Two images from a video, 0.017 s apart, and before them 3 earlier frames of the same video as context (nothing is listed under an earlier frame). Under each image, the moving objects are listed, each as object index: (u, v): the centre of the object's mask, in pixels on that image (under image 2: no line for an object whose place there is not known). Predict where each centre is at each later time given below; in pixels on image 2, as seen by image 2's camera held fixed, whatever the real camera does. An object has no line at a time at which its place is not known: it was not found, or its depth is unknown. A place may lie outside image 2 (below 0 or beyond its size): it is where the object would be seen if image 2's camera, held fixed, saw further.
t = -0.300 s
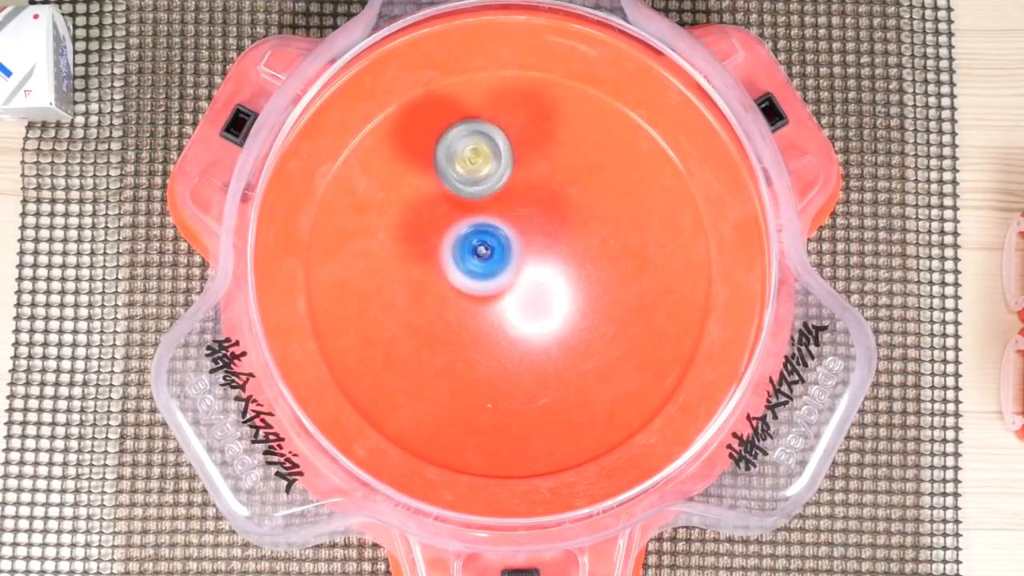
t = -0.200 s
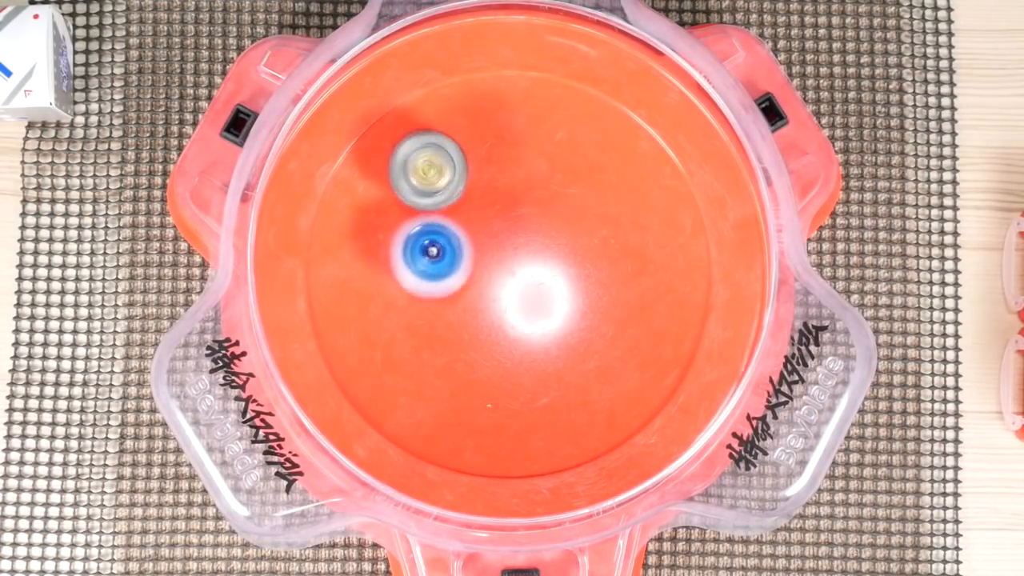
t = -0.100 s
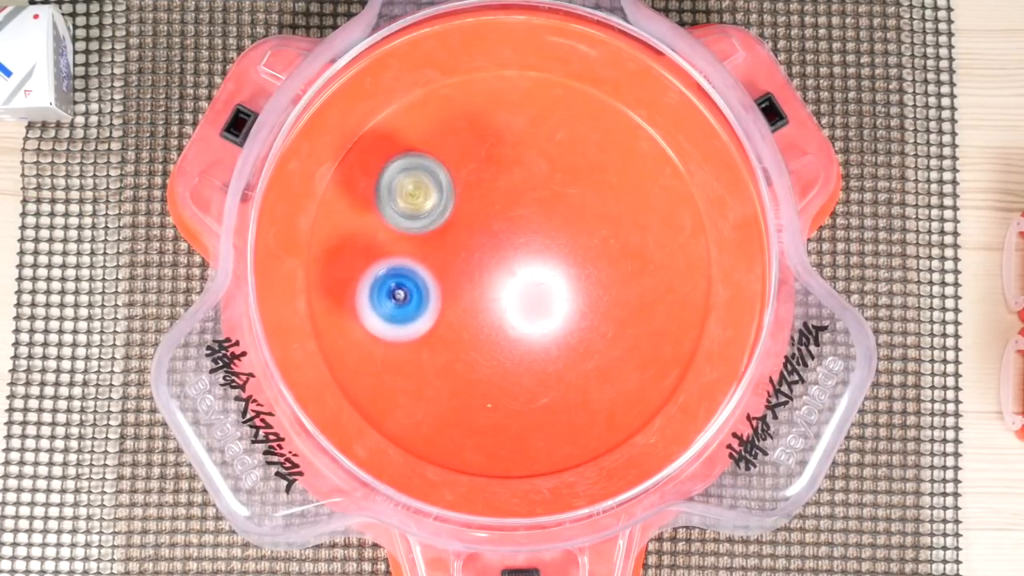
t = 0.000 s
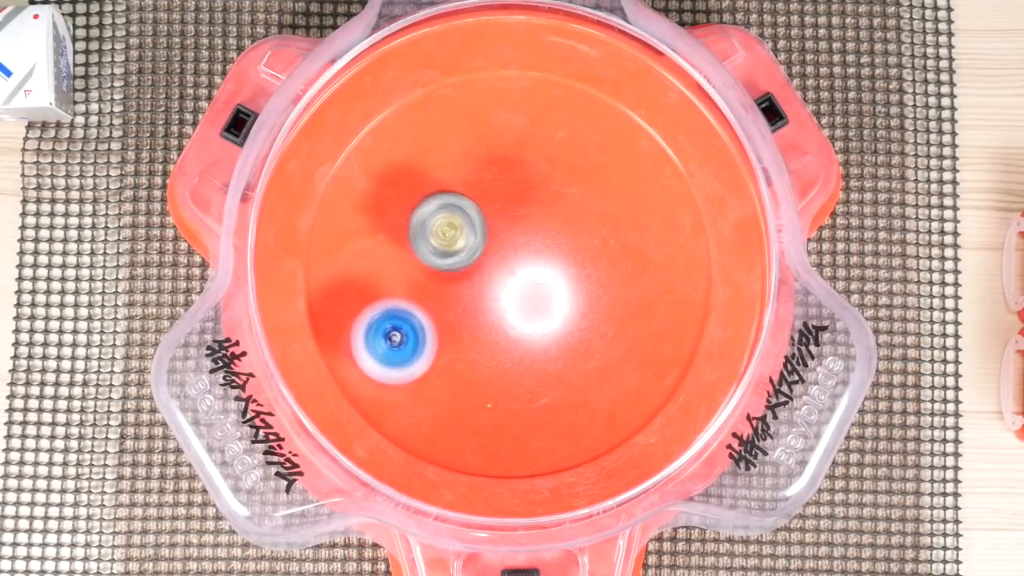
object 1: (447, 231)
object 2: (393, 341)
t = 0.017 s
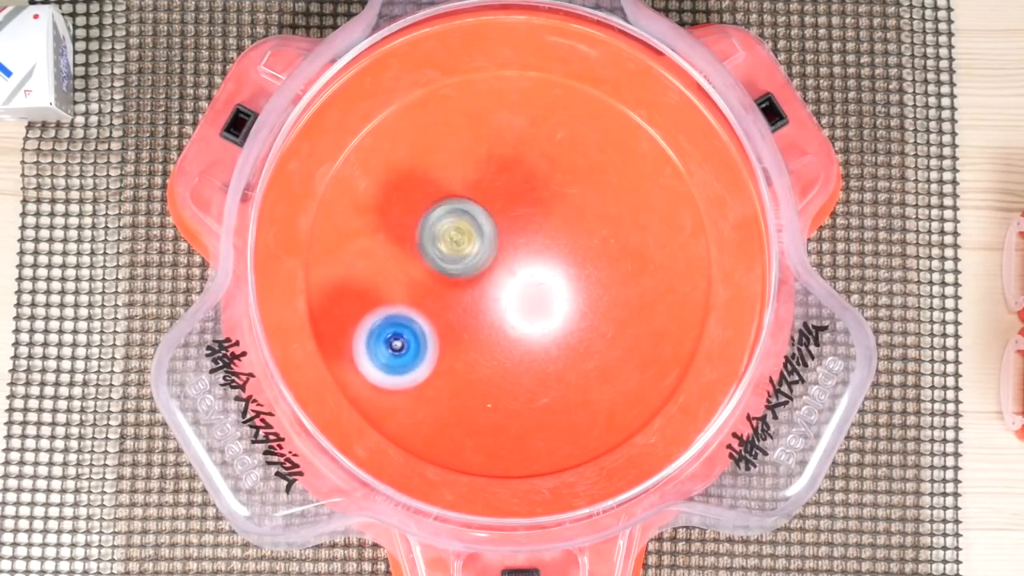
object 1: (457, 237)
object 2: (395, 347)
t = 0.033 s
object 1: (465, 244)
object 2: (398, 353)
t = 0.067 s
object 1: (481, 252)
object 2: (407, 362)
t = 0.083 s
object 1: (491, 256)
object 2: (414, 366)
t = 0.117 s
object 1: (510, 264)
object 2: (430, 370)
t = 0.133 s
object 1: (518, 266)
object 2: (439, 371)
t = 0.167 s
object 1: (536, 270)
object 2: (456, 369)
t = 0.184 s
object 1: (543, 273)
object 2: (465, 366)
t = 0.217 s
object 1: (554, 274)
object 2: (481, 357)
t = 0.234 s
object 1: (561, 275)
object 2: (490, 350)
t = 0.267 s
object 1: (572, 275)
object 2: (505, 335)
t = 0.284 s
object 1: (577, 274)
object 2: (511, 327)
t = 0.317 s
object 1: (592, 265)
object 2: (516, 313)
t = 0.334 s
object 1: (600, 260)
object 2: (518, 305)
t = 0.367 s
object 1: (610, 250)
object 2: (522, 292)
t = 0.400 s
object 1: (617, 235)
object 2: (524, 277)
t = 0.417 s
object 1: (619, 229)
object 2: (524, 269)
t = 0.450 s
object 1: (619, 217)
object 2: (522, 253)
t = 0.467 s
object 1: (617, 211)
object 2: (521, 245)
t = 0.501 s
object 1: (611, 197)
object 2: (517, 230)
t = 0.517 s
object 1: (606, 191)
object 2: (515, 223)
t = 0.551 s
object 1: (593, 182)
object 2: (509, 211)
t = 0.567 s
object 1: (586, 179)
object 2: (505, 204)
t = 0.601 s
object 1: (574, 172)
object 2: (490, 194)
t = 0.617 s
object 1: (572, 170)
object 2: (477, 189)
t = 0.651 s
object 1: (566, 167)
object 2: (457, 180)
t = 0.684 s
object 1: (558, 166)
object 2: (438, 175)
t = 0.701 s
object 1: (553, 165)
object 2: (430, 172)
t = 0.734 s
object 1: (545, 165)
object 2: (414, 172)
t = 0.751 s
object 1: (543, 167)
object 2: (406, 173)
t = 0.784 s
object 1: (538, 176)
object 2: (393, 178)
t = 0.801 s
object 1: (535, 182)
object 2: (387, 181)
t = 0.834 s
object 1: (532, 196)
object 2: (376, 190)
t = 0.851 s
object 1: (531, 204)
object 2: (373, 196)
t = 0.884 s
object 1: (533, 220)
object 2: (369, 211)
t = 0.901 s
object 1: (535, 229)
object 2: (370, 218)
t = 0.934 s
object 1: (538, 248)
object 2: (375, 235)
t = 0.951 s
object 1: (540, 257)
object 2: (379, 243)
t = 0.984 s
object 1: (547, 272)
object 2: (393, 258)
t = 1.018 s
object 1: (556, 289)
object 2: (410, 271)
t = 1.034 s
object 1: (560, 297)
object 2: (419, 276)
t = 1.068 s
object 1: (566, 308)
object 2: (441, 284)
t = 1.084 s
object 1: (569, 312)
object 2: (453, 287)
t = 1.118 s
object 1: (575, 319)
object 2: (475, 290)
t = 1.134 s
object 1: (579, 320)
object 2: (488, 290)
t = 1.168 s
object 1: (585, 324)
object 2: (509, 288)
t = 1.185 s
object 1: (589, 327)
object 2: (516, 285)
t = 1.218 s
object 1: (598, 331)
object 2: (530, 272)
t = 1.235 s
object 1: (602, 331)
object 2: (537, 266)
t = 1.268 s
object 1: (610, 329)
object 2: (549, 252)
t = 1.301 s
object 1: (616, 323)
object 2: (560, 235)
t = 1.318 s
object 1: (619, 319)
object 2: (565, 229)
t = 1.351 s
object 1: (621, 308)
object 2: (572, 213)
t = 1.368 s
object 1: (621, 301)
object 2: (575, 204)
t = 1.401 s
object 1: (621, 288)
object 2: (579, 189)
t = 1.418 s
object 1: (620, 281)
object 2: (580, 182)
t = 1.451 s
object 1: (618, 269)
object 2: (579, 168)
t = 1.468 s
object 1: (616, 263)
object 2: (578, 162)
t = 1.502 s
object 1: (611, 252)
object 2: (573, 152)
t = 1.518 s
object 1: (608, 248)
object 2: (569, 149)
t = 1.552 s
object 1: (598, 243)
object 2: (559, 142)
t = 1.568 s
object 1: (592, 242)
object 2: (554, 139)
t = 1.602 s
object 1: (578, 242)
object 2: (542, 137)
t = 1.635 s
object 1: (563, 246)
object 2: (527, 136)
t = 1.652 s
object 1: (555, 249)
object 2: (520, 137)
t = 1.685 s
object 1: (539, 258)
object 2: (507, 143)
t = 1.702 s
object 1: (531, 263)
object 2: (500, 147)
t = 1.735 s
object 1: (516, 275)
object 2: (491, 157)
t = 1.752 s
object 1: (509, 282)
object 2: (487, 163)
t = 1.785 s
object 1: (497, 298)
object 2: (482, 177)
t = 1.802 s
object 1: (490, 306)
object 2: (480, 184)
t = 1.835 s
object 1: (482, 322)
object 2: (480, 197)
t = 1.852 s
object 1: (478, 329)
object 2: (481, 205)
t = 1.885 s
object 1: (475, 341)
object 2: (485, 222)
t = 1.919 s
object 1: (475, 351)
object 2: (490, 238)
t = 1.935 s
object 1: (476, 354)
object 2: (494, 245)
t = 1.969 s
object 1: (482, 359)
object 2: (502, 260)
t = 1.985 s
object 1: (485, 361)
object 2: (508, 268)
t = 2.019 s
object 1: (494, 362)
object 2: (518, 283)
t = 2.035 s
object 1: (499, 361)
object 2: (524, 287)
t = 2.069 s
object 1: (500, 374)
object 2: (547, 279)
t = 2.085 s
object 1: (501, 379)
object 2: (558, 274)
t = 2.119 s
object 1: (503, 389)
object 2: (579, 264)
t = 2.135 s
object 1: (505, 393)
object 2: (586, 259)
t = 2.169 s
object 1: (510, 400)
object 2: (598, 249)
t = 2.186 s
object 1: (512, 403)
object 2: (602, 245)
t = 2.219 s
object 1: (519, 406)
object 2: (607, 237)
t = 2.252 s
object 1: (527, 406)
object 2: (609, 229)
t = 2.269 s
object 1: (531, 406)
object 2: (608, 225)
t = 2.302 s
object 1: (540, 405)
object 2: (605, 219)
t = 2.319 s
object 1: (544, 404)
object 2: (603, 217)
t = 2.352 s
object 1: (553, 400)
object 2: (599, 216)
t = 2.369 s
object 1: (558, 397)
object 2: (596, 216)
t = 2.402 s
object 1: (563, 391)
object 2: (589, 219)
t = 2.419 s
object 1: (564, 386)
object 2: (585, 220)
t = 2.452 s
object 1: (563, 375)
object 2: (577, 224)
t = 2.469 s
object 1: (560, 369)
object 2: (573, 227)
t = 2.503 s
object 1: (551, 356)
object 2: (565, 233)
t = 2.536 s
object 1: (540, 342)
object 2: (557, 241)
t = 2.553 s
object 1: (533, 335)
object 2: (554, 246)
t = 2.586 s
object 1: (516, 326)
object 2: (548, 251)
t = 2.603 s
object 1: (501, 331)
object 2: (551, 245)
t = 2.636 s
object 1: (475, 341)
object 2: (559, 229)
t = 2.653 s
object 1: (462, 346)
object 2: (561, 223)
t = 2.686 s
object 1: (440, 355)
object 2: (565, 212)
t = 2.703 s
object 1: (431, 358)
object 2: (566, 209)
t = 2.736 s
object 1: (416, 366)
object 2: (565, 206)
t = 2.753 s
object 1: (410, 369)
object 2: (564, 206)
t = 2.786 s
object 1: (402, 376)
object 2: (560, 207)
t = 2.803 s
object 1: (399, 380)
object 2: (558, 208)
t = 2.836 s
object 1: (395, 388)
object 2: (552, 212)
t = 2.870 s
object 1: (396, 395)
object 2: (546, 218)
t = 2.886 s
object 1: (398, 398)
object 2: (543, 221)
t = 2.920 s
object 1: (405, 404)
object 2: (537, 227)
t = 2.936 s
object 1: (409, 406)
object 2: (534, 230)
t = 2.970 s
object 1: (419, 408)
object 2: (530, 237)
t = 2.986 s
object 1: (425, 410)
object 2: (528, 241)
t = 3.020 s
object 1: (437, 410)
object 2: (525, 248)
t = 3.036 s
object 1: (444, 410)
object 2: (523, 251)
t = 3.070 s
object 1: (458, 408)
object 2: (520, 258)
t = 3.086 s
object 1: (465, 406)
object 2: (519, 261)
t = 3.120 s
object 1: (478, 397)
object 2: (517, 267)
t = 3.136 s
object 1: (483, 391)
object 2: (516, 270)
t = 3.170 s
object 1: (493, 376)
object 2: (513, 279)
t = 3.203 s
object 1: (497, 362)
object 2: (510, 284)
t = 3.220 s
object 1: (494, 367)
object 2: (514, 272)
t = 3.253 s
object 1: (491, 377)
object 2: (524, 246)
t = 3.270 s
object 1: (488, 381)
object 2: (528, 235)
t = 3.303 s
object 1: (482, 383)
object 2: (534, 215)
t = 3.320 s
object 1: (479, 384)
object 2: (536, 206)
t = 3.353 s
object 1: (474, 385)
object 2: (539, 191)
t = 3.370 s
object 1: (473, 382)
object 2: (540, 185)
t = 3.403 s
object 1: (469, 373)
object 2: (538, 176)
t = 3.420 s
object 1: (466, 368)
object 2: (536, 173)
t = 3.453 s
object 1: (463, 358)
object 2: (530, 170)
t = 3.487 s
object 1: (465, 343)
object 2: (520, 170)
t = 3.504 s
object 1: (465, 335)
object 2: (514, 171)
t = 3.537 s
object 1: (466, 317)
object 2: (501, 175)
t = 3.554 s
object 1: (469, 310)
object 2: (494, 177)
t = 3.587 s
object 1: (476, 294)
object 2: (481, 183)
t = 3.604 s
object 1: (479, 287)
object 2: (474, 186)
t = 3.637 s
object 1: (481, 274)
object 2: (463, 194)
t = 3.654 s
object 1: (483, 275)
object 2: (462, 191)
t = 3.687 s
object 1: (487, 279)
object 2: (457, 180)
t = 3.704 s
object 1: (487, 280)
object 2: (455, 176)
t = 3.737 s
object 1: (487, 283)
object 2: (451, 172)
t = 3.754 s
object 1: (487, 285)
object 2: (450, 172)
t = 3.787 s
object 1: (486, 284)
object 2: (448, 171)
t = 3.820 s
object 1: (481, 282)
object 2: (447, 171)
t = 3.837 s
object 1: (479, 283)
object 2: (446, 172)
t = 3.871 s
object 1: (475, 281)
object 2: (446, 175)
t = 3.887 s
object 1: (470, 279)
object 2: (447, 176)
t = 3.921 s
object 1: (464, 281)
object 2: (448, 180)
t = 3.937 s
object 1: (461, 281)
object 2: (450, 183)
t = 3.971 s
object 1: (454, 279)
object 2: (454, 188)
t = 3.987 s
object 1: (451, 280)
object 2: (456, 190)
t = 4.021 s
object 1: (448, 282)
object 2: (460, 196)
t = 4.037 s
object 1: (447, 281)
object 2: (463, 197)
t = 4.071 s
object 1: (441, 282)
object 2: (468, 201)
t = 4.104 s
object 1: (441, 282)
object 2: (474, 203)
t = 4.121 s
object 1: (440, 279)
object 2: (477, 205)
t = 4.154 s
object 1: (438, 278)
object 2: (485, 206)
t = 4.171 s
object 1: (439, 277)
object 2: (489, 207)
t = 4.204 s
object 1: (441, 270)
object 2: (498, 208)
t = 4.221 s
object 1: (441, 269)
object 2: (502, 209)
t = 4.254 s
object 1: (445, 265)
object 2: (512, 209)
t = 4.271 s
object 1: (443, 264)
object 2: (522, 207)
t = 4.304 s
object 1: (439, 265)
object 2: (540, 204)
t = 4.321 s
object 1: (440, 265)
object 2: (548, 203)
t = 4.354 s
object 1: (442, 264)
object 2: (561, 202)
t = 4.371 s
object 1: (444, 265)
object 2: (566, 201)
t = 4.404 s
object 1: (454, 264)
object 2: (574, 200)
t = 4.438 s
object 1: (461, 263)
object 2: (582, 199)
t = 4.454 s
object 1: (467, 263)
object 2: (585, 199)
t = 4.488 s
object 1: (476, 258)
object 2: (590, 201)
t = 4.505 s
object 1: (480, 259)
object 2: (593, 201)
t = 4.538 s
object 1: (493, 257)
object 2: (596, 204)
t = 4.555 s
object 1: (497, 255)
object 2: (597, 205)
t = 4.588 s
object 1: (507, 256)
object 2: (598, 210)
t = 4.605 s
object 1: (514, 255)
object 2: (599, 212)
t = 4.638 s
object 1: (521, 255)
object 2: (600, 217)
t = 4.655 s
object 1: (525, 257)
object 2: (600, 219)
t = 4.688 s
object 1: (524, 260)
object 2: (612, 222)
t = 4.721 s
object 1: (518, 268)
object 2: (625, 223)
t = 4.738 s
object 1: (514, 269)
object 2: (631, 224)
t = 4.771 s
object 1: (505, 275)
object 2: (640, 225)
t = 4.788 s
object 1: (503, 278)
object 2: (643, 226)
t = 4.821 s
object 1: (495, 282)
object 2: (646, 227)
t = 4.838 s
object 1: (493, 286)
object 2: (647, 228)
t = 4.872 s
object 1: (489, 287)
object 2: (647, 229)
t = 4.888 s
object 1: (485, 290)
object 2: (646, 230)
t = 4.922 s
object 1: (483, 292)
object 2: (642, 234)
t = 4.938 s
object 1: (479, 293)
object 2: (640, 237)
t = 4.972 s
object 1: (477, 294)
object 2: (634, 243)
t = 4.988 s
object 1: (474, 292)
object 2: (631, 245)
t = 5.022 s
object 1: (471, 293)
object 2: (624, 252)
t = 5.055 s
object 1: (469, 287)
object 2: (618, 259)
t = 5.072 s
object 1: (468, 286)
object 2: (615, 263)
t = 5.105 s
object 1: (469, 280)
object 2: (609, 270)
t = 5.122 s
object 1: (469, 278)
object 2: (605, 275)
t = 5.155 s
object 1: (473, 271)
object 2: (599, 284)
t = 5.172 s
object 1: (472, 269)
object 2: (596, 289)
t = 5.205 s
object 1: (477, 264)
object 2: (588, 296)
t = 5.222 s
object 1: (477, 259)
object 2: (585, 301)
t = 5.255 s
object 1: (482, 256)
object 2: (578, 308)
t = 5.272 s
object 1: (483, 252)
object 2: (576, 312)
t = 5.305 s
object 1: (488, 250)
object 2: (570, 318)
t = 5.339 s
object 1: (491, 245)
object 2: (564, 325)
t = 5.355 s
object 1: (495, 244)
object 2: (561, 329)
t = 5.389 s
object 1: (500, 241)
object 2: (557, 335)
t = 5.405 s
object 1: (502, 242)
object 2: (555, 338)
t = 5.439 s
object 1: (509, 239)
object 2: (550, 344)
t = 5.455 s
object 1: (511, 241)
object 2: (549, 347)
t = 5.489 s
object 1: (518, 241)
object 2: (544, 350)
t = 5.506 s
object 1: (518, 243)
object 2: (540, 351)
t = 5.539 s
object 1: (526, 245)
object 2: (532, 355)
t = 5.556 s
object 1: (526, 246)
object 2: (529, 355)
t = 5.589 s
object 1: (531, 251)
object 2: (523, 355)
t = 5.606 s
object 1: (531, 251)
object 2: (520, 356)
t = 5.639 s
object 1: (535, 257)
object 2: (515, 357)
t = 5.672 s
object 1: (534, 261)
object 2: (510, 357)
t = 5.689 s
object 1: (535, 265)
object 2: (507, 356)
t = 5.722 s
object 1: (534, 268)
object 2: (501, 357)
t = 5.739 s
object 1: (534, 272)
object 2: (499, 356)
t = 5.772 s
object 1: (533, 275)
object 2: (492, 354)
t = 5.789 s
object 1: (532, 279)
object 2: (488, 353)
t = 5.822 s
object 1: (532, 280)
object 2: (481, 353)
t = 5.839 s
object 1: (534, 280)
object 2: (476, 353)
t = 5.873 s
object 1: (537, 275)
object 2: (465, 355)
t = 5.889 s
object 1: (538, 275)
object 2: (461, 355)
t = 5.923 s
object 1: (539, 270)
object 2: (454, 355)
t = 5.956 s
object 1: (539, 269)
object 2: (447, 355)
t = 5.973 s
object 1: (537, 266)
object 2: (445, 355)
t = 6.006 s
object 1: (535, 265)
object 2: (440, 353)
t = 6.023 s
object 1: (531, 263)
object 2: (438, 352)
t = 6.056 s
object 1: (528, 262)
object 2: (434, 347)
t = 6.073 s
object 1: (524, 260)
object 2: (432, 343)
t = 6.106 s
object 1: (521, 260)
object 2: (430, 336)
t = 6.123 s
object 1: (517, 257)
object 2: (430, 333)
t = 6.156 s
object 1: (514, 259)
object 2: (430, 326)
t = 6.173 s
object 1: (510, 257)
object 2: (430, 322)
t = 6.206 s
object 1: (507, 259)
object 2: (432, 314)
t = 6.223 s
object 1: (503, 258)
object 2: (433, 309)
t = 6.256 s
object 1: (502, 259)
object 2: (434, 302)
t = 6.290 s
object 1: (505, 256)
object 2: (427, 296)
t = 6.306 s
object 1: (510, 253)
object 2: (424, 293)
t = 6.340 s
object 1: (512, 251)
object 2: (420, 287)
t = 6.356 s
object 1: (516, 248)
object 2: (418, 283)
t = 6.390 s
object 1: (518, 247)
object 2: (419, 276)
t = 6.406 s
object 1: (520, 244)
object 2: (420, 271)
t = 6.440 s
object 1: (522, 245)
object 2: (422, 262)
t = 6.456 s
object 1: (522, 242)
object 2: (424, 258)
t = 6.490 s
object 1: (524, 244)
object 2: (428, 249)
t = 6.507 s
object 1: (524, 242)
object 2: (430, 244)
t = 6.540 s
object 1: (526, 245)
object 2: (435, 234)
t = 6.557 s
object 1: (524, 244)
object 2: (438, 230)
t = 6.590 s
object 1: (526, 246)
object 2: (443, 221)
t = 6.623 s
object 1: (524, 249)
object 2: (448, 211)
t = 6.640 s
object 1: (525, 248)
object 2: (451, 208)
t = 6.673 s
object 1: (524, 251)
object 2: (457, 198)
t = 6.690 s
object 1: (524, 250)
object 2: (459, 194)
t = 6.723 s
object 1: (524, 254)
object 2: (466, 188)
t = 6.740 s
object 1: (522, 253)
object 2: (469, 184)
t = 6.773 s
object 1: (523, 256)
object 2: (476, 180)
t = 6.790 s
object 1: (520, 256)
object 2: (479, 176)
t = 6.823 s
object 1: (521, 258)
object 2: (484, 171)
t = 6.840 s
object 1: (519, 260)
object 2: (488, 169)
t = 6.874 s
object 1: (519, 261)
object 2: (494, 162)
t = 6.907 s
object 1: (520, 264)
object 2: (502, 158)
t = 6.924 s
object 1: (518, 263)
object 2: (505, 156)
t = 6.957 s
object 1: (519, 265)
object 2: (512, 153)
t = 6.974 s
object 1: (517, 265)
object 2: (516, 151)
